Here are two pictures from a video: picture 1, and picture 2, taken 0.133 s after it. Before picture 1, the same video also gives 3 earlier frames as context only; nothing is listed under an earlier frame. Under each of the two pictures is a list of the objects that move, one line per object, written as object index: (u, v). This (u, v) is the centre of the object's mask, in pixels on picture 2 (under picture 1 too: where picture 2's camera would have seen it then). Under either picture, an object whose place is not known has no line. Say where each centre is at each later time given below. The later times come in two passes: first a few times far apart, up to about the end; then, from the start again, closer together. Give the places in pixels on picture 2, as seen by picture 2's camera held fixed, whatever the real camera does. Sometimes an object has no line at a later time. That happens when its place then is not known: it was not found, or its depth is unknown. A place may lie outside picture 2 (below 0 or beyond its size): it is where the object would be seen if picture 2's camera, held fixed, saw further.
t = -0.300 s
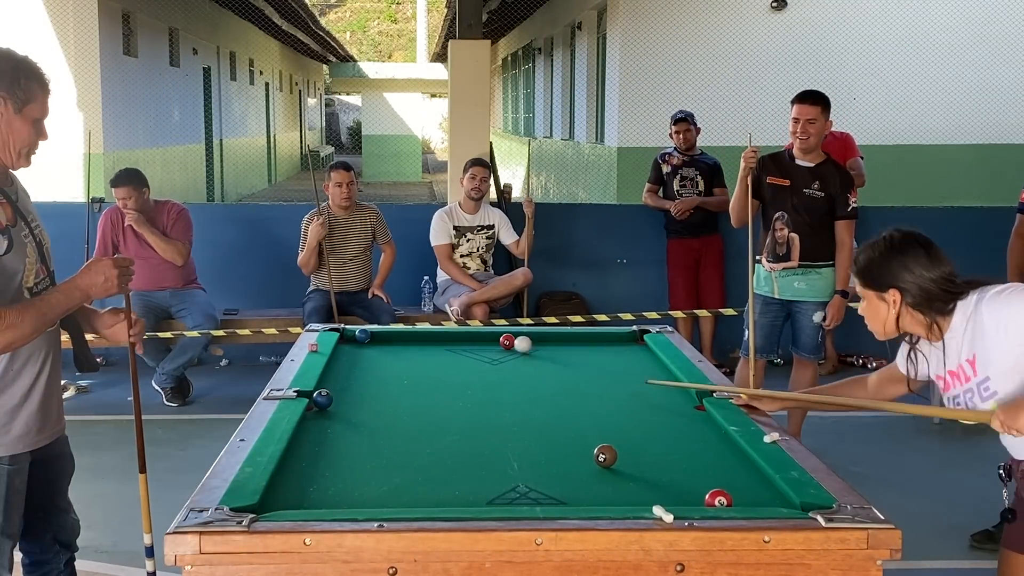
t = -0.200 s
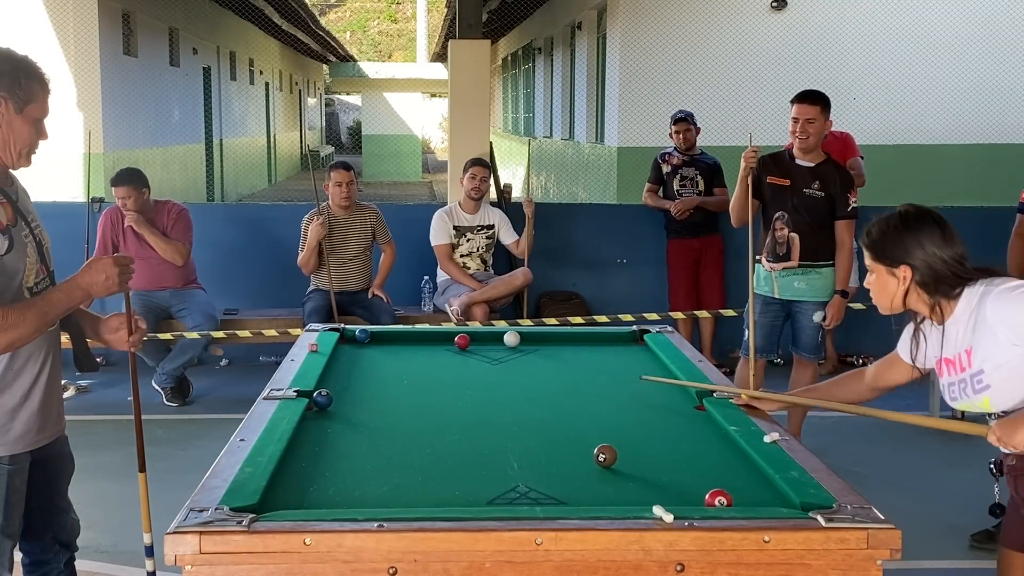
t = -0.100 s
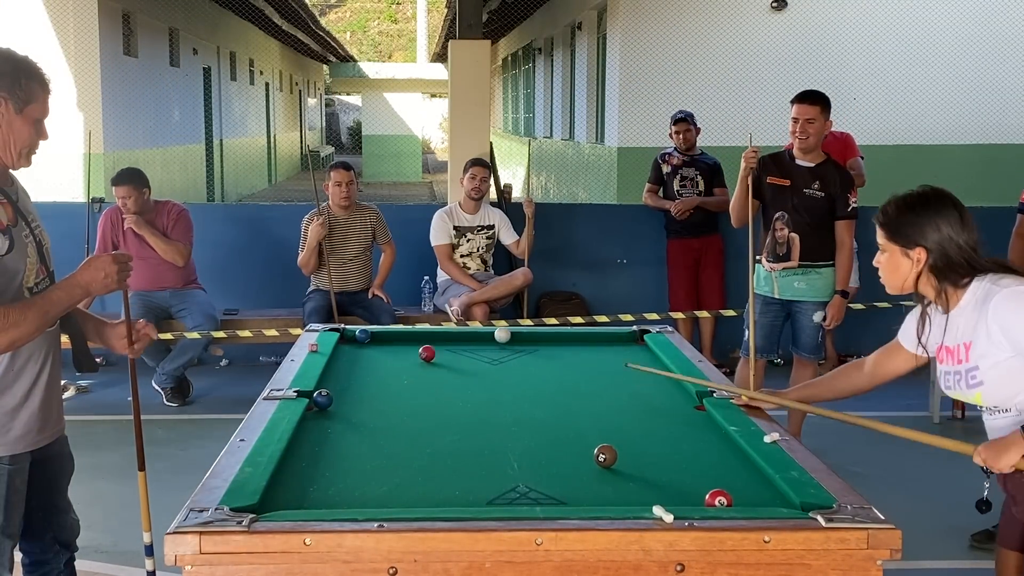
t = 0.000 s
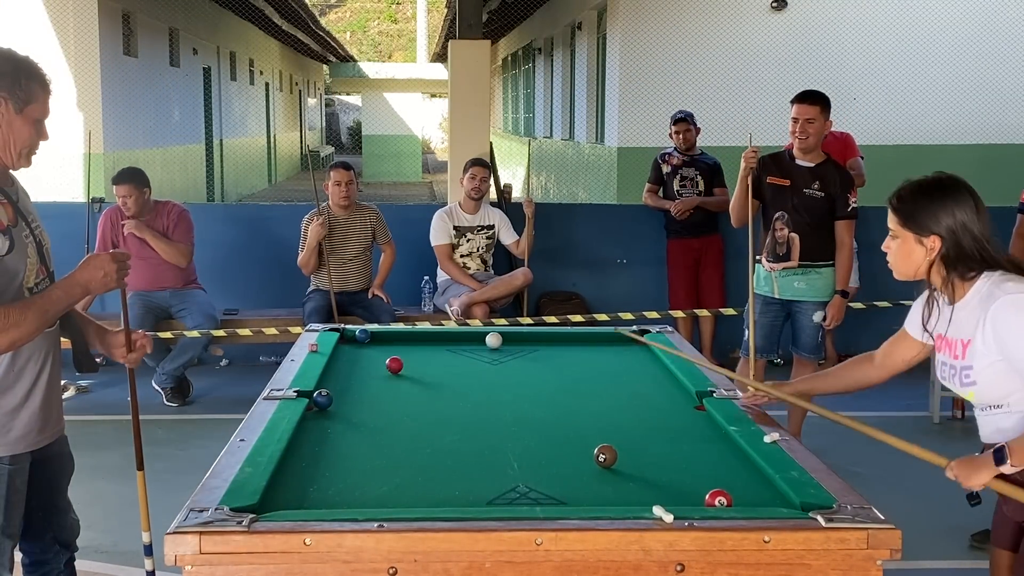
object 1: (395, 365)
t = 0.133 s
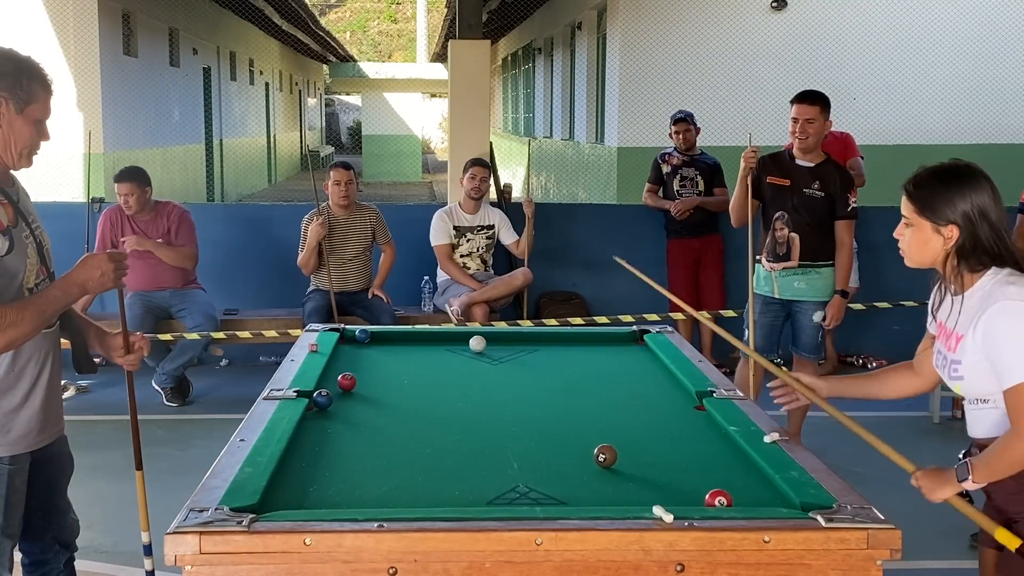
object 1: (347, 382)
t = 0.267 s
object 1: (347, 397)
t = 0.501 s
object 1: (436, 413)
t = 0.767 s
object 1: (544, 433)
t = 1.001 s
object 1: (649, 452)
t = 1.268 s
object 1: (742, 474)
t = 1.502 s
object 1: (704, 486)
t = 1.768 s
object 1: (664, 498)
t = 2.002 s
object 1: (631, 500)
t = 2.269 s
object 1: (599, 497)
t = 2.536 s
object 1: (572, 492)
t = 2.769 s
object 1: (551, 487)
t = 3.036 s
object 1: (529, 482)
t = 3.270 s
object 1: (512, 479)
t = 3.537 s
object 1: (495, 476)
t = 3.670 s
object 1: (490, 474)
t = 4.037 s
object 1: (471, 469)
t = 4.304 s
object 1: (463, 469)
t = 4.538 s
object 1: (457, 469)
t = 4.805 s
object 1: (452, 468)
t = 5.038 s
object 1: (450, 468)
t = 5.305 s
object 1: (451, 468)
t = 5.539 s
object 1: (451, 468)
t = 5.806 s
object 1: (451, 468)
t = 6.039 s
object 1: (451, 468)
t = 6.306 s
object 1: (451, 468)
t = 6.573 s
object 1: (451, 468)
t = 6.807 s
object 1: (451, 468)
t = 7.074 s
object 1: (451, 468)
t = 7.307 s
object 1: (451, 468)
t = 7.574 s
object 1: (451, 468)
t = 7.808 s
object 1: (451, 468)
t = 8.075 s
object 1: (451, 468)
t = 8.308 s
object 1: (451, 468)
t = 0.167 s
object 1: (334, 386)
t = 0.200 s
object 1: (326, 387)
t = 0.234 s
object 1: (335, 393)
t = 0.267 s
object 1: (347, 397)
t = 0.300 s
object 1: (361, 399)
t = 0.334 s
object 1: (374, 401)
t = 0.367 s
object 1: (386, 403)
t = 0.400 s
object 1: (398, 406)
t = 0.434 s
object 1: (411, 408)
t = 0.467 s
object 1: (423, 410)
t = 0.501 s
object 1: (436, 413)
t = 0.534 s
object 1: (449, 415)
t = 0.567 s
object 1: (462, 417)
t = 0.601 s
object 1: (475, 420)
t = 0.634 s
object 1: (489, 422)
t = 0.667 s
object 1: (503, 425)
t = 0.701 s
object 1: (516, 427)
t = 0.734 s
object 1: (530, 430)
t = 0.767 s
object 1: (544, 433)
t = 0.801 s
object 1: (559, 435)
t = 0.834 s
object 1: (573, 438)
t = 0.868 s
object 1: (588, 441)
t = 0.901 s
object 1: (602, 440)
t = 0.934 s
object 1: (619, 445)
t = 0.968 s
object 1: (634, 449)
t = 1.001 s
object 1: (649, 452)
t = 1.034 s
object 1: (665, 455)
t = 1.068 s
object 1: (681, 458)
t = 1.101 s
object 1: (697, 461)
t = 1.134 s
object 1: (714, 464)
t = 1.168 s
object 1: (731, 467)
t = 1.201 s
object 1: (748, 471)
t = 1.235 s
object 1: (751, 473)
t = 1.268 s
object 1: (742, 474)
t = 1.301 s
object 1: (735, 476)
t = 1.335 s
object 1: (730, 478)
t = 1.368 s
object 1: (725, 479)
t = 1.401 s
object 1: (720, 480)
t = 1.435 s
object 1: (715, 481)
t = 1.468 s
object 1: (709, 483)
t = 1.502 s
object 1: (704, 486)
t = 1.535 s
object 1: (699, 488)
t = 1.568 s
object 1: (695, 491)
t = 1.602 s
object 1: (690, 493)
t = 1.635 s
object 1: (685, 494)
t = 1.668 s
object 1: (680, 495)
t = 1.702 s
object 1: (675, 496)
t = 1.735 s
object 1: (670, 497)
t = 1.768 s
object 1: (664, 498)
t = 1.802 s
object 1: (659, 499)
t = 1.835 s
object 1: (654, 500)
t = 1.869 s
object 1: (648, 501)
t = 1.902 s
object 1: (643, 502)
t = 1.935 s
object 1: (639, 501)
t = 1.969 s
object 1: (635, 501)
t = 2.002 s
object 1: (631, 500)
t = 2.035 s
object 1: (627, 500)
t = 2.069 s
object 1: (623, 500)
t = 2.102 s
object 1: (619, 499)
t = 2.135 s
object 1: (615, 499)
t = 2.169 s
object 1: (611, 498)
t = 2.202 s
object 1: (607, 497)
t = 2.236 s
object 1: (603, 497)
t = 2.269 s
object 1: (599, 497)
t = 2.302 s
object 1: (596, 496)
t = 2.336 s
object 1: (592, 496)
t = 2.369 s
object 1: (589, 495)
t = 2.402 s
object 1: (585, 495)
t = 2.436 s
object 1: (582, 494)
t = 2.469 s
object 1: (578, 494)
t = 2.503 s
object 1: (575, 493)
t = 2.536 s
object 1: (572, 492)
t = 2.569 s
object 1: (569, 492)
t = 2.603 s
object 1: (566, 491)
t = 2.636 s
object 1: (563, 490)
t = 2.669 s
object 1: (560, 490)
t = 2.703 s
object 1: (557, 489)
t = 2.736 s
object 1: (554, 488)
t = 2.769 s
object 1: (551, 487)
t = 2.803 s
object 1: (548, 487)
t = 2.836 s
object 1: (545, 486)
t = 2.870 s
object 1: (542, 486)
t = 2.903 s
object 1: (539, 485)
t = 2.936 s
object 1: (537, 484)
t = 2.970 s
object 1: (534, 484)
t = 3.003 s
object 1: (531, 483)
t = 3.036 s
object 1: (529, 482)
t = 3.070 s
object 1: (526, 482)
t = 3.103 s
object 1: (524, 482)
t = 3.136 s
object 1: (522, 481)
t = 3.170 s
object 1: (519, 481)
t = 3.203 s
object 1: (516, 480)
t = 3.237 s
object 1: (514, 480)
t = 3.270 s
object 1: (512, 479)
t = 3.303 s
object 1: (510, 479)
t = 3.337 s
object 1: (508, 478)
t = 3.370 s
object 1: (506, 478)
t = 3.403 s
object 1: (504, 478)
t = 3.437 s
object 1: (502, 477)
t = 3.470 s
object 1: (500, 477)
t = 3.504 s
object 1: (497, 476)
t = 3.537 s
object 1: (495, 476)
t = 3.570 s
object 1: (494, 475)
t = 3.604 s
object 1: (492, 475)
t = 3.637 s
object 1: (491, 475)
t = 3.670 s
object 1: (490, 474)
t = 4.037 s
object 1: (471, 469)
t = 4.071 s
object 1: (470, 469)
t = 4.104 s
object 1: (469, 469)
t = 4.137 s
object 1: (468, 469)
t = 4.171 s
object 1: (467, 469)
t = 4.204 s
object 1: (466, 470)
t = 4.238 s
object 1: (465, 469)
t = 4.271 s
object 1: (464, 469)
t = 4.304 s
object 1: (463, 469)
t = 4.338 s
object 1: (463, 469)
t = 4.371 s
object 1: (462, 469)
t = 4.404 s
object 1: (461, 469)
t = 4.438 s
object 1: (460, 469)
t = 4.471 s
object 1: (459, 469)
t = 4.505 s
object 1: (458, 469)
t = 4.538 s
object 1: (457, 469)
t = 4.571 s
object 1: (457, 469)
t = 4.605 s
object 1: (456, 469)
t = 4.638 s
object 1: (455, 469)
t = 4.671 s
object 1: (455, 468)
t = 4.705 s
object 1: (454, 469)
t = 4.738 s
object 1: (454, 468)
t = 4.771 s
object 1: (453, 468)
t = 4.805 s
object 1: (452, 468)
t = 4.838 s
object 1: (452, 468)
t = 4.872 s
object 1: (452, 468)
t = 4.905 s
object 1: (451, 468)
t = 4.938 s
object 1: (451, 468)
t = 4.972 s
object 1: (451, 468)
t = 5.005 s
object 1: (450, 468)
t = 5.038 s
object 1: (450, 468)
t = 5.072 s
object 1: (450, 468)
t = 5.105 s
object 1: (450, 468)
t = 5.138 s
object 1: (450, 468)
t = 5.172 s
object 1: (450, 468)
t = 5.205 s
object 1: (450, 468)
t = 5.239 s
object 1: (450, 468)
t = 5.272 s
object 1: (451, 468)
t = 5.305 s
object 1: (451, 468)
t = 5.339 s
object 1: (451, 468)
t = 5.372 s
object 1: (451, 468)
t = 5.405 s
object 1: (451, 468)
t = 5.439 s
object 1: (451, 468)
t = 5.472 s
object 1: (451, 468)
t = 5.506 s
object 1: (451, 468)
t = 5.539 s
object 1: (451, 468)
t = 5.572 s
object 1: (451, 468)
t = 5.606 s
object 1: (451, 468)
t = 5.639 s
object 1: (451, 468)
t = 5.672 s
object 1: (451, 468)
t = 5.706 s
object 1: (451, 468)
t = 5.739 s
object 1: (451, 468)
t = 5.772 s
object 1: (451, 468)
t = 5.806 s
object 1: (451, 468)
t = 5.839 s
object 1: (451, 468)
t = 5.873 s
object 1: (451, 468)
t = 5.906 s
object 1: (451, 468)
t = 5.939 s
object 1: (451, 468)
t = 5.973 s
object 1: (451, 468)
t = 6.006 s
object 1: (451, 468)
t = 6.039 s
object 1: (451, 468)
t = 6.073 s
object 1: (451, 468)
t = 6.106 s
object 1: (451, 468)
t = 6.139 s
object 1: (451, 468)
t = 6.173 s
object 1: (451, 468)
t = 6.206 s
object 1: (451, 468)
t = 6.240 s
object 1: (451, 468)
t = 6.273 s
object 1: (451, 468)
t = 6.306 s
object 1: (451, 468)
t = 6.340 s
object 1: (451, 468)
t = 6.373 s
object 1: (451, 468)
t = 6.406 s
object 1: (451, 468)
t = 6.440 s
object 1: (451, 468)
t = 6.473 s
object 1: (451, 468)
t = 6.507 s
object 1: (451, 468)
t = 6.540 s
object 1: (451, 468)
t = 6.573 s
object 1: (451, 468)
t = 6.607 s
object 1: (451, 468)
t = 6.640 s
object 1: (451, 468)
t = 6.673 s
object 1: (451, 468)
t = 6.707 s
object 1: (451, 468)
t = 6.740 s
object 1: (451, 468)
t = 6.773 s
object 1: (451, 468)
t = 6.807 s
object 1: (451, 468)
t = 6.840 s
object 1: (451, 468)
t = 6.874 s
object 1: (451, 468)
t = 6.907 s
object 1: (451, 468)
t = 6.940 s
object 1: (451, 468)
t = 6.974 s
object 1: (451, 468)
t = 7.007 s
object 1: (451, 468)
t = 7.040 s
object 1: (451, 468)
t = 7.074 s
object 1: (451, 468)
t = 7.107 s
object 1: (451, 468)
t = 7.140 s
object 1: (451, 468)
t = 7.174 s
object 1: (451, 468)
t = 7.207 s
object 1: (451, 468)
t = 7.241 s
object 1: (451, 468)
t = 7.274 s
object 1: (451, 468)
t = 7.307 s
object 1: (451, 468)
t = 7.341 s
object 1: (451, 468)
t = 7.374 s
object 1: (451, 468)
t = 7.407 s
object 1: (451, 468)
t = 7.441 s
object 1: (451, 468)
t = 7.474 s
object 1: (451, 468)
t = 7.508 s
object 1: (451, 468)
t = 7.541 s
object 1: (451, 468)
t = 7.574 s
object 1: (451, 468)
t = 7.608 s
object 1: (451, 468)
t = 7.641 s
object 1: (451, 468)
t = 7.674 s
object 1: (451, 468)
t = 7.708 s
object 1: (451, 468)
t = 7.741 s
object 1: (451, 468)
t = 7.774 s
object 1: (451, 468)
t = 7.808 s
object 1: (451, 468)
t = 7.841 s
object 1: (451, 468)
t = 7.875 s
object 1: (451, 468)
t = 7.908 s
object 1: (451, 468)
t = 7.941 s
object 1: (451, 468)
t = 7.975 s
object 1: (451, 468)
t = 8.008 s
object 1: (451, 468)
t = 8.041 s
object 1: (451, 468)
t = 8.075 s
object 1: (451, 468)
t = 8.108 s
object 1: (451, 468)
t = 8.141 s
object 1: (451, 468)
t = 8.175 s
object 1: (451, 468)
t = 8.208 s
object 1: (451, 468)
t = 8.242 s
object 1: (451, 468)
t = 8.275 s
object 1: (451, 468)
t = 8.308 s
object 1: (451, 468)
